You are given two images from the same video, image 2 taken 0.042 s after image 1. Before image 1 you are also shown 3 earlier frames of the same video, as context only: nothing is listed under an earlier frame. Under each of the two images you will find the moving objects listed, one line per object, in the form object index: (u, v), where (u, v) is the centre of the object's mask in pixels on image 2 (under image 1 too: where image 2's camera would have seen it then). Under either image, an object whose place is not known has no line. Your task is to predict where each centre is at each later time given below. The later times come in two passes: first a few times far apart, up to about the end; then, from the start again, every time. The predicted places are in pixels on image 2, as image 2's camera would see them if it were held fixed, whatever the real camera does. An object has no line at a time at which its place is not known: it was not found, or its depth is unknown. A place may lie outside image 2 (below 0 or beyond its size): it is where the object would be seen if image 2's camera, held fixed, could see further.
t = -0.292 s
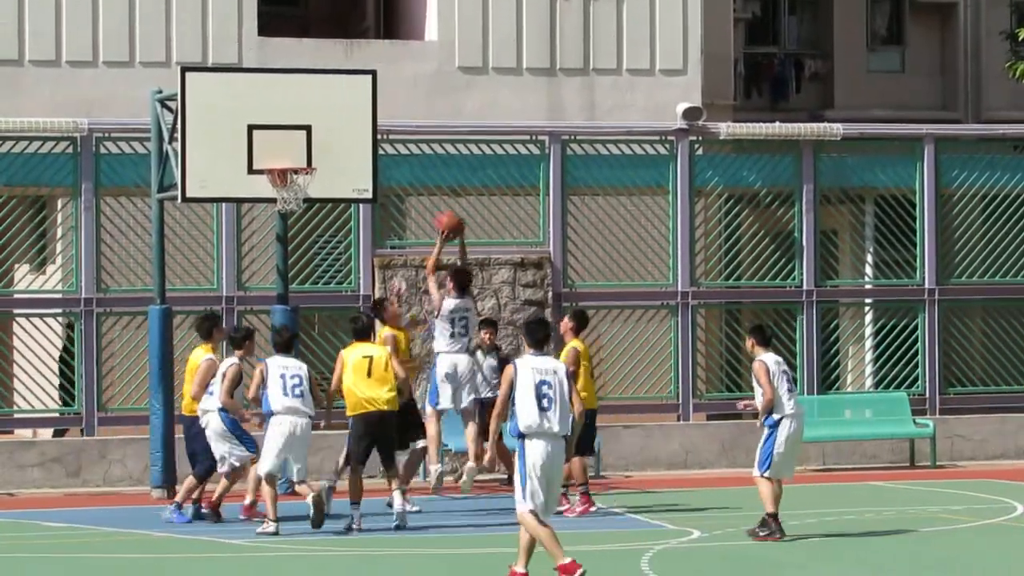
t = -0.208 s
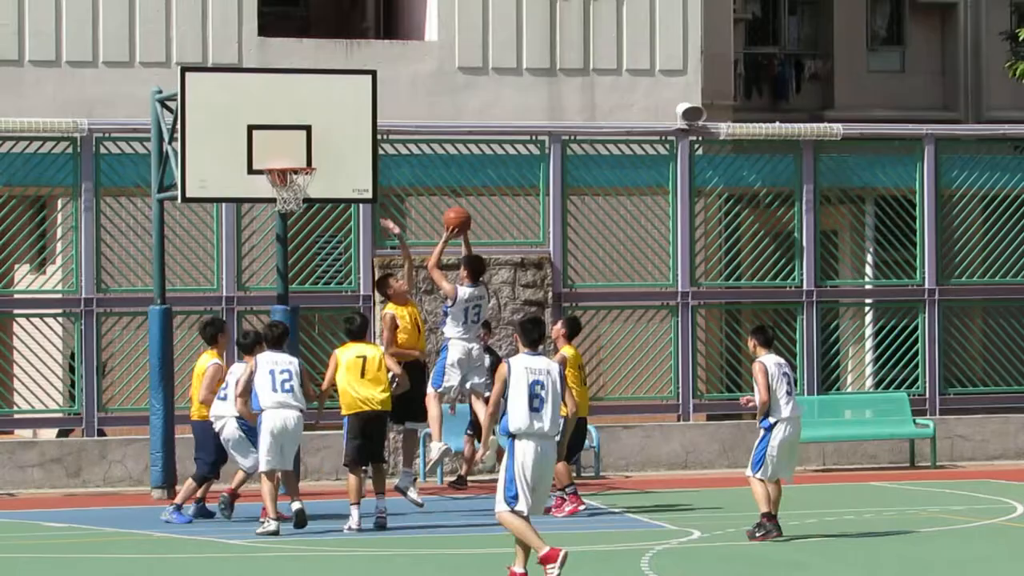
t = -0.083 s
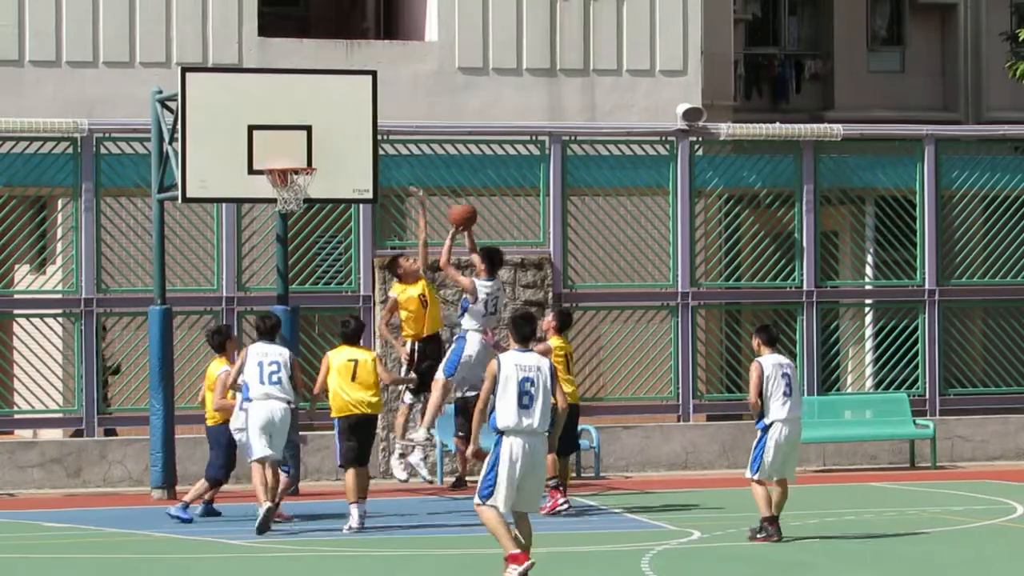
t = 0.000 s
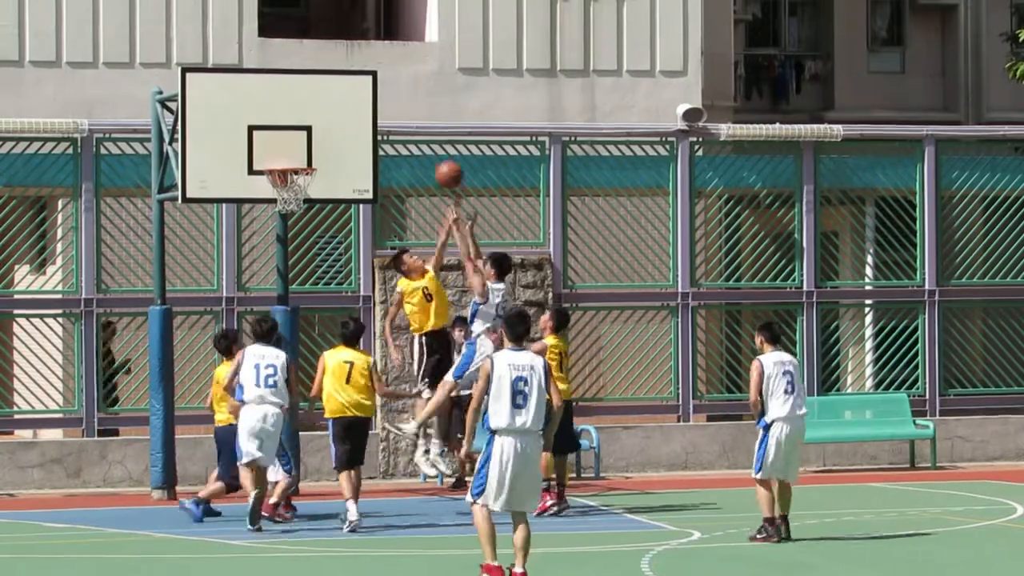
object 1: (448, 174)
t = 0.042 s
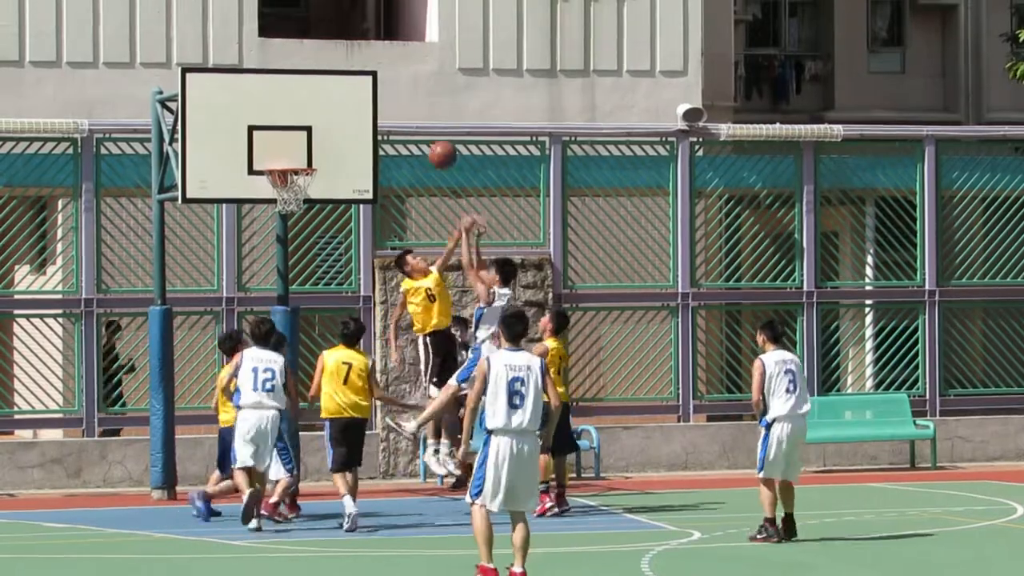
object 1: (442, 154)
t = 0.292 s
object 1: (400, 76)
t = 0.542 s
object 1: (359, 69)
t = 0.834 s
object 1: (314, 149)
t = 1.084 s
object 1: (338, 161)
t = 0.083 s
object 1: (435, 136)
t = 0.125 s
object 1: (428, 120)
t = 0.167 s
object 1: (421, 106)
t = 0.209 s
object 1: (414, 94)
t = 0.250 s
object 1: (407, 84)
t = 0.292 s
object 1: (400, 76)
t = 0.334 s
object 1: (393, 70)
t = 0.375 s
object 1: (387, 66)
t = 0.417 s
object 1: (380, 64)
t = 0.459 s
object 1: (373, 64)
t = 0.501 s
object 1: (366, 65)
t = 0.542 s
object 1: (359, 69)
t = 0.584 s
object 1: (353, 75)
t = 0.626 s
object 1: (346, 82)
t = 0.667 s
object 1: (339, 92)
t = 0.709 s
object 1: (333, 103)
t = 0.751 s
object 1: (326, 117)
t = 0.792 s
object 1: (320, 132)
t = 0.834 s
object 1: (314, 149)
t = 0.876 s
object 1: (313, 157)
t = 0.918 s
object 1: (317, 154)
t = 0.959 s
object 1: (322, 153)
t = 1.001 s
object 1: (327, 153)
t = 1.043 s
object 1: (333, 156)
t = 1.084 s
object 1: (338, 161)
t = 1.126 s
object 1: (342, 167)
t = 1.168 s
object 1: (348, 176)
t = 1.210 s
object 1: (353, 187)
